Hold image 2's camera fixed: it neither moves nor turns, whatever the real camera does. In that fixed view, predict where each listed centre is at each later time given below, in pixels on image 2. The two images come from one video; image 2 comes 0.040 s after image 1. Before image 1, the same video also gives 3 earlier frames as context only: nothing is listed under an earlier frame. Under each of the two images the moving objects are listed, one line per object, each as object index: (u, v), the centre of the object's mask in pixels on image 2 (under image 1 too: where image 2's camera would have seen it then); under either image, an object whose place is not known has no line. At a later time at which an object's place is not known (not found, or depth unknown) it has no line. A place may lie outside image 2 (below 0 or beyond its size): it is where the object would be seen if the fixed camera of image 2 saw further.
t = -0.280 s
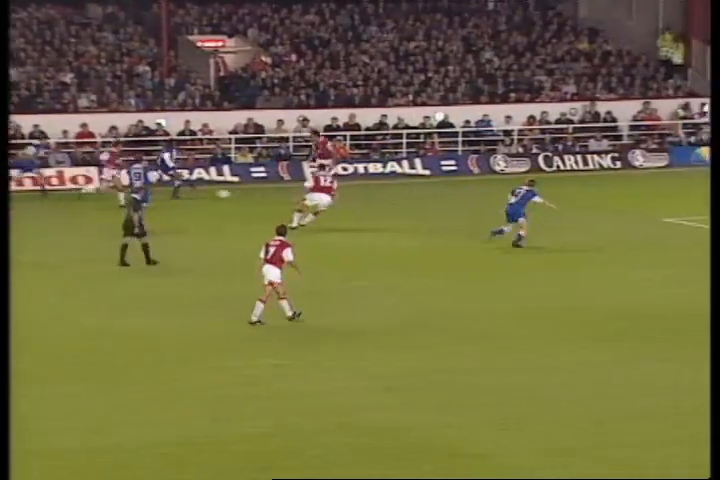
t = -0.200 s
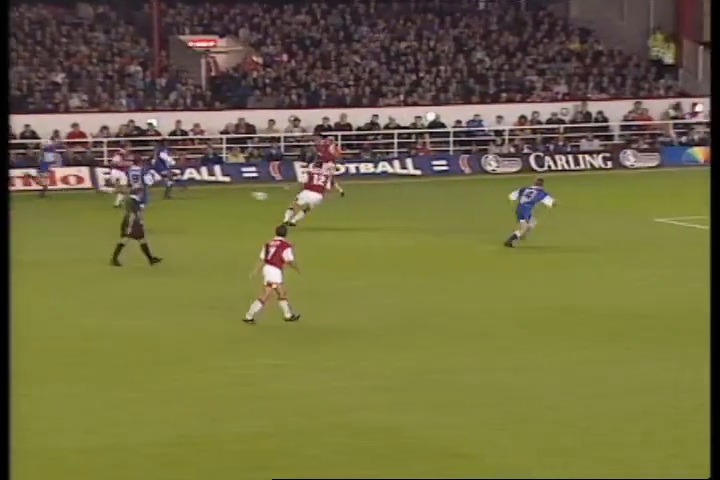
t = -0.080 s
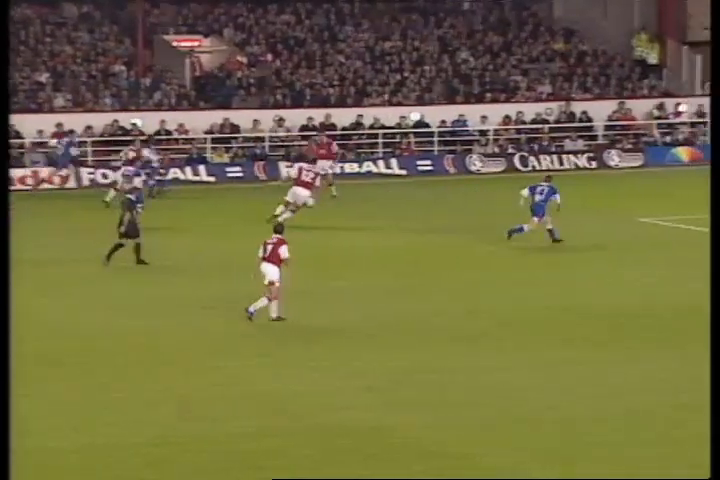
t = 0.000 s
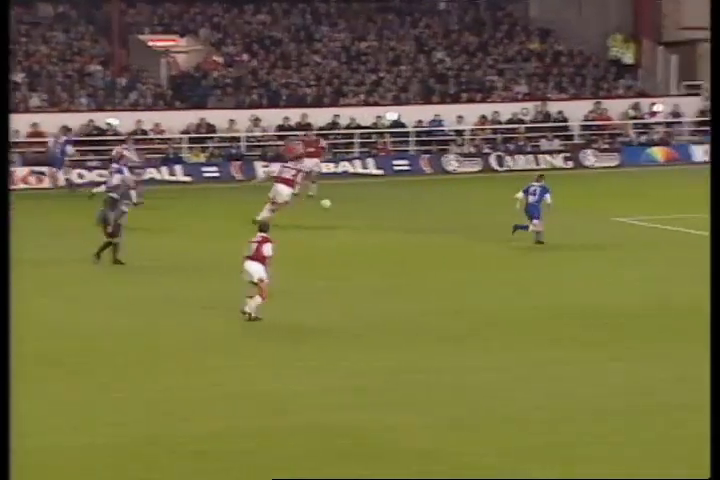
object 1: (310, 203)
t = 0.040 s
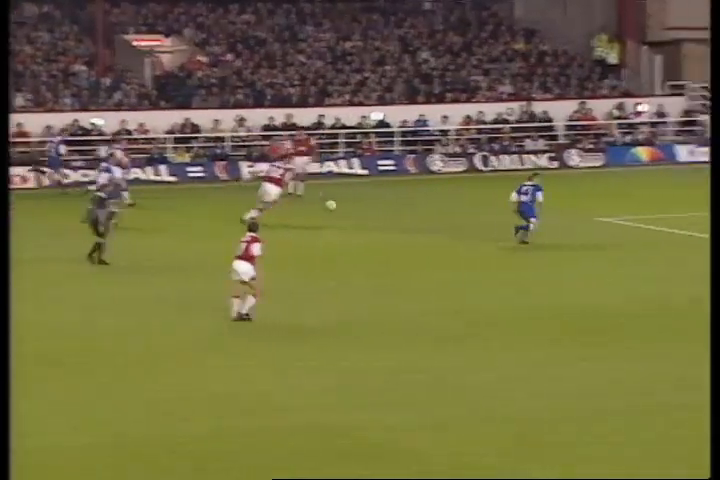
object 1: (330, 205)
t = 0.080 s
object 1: (350, 207)
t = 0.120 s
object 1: (370, 209)
